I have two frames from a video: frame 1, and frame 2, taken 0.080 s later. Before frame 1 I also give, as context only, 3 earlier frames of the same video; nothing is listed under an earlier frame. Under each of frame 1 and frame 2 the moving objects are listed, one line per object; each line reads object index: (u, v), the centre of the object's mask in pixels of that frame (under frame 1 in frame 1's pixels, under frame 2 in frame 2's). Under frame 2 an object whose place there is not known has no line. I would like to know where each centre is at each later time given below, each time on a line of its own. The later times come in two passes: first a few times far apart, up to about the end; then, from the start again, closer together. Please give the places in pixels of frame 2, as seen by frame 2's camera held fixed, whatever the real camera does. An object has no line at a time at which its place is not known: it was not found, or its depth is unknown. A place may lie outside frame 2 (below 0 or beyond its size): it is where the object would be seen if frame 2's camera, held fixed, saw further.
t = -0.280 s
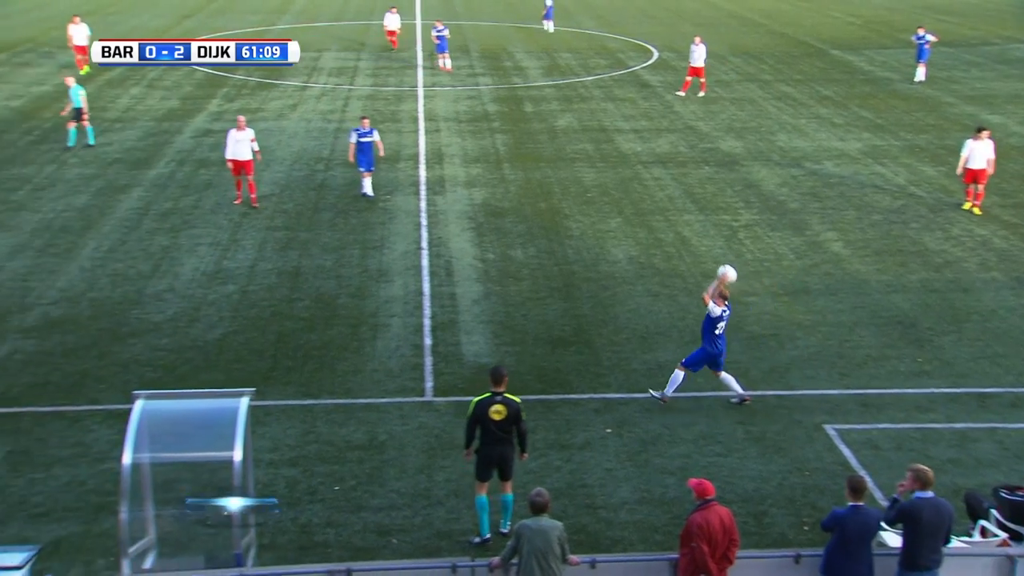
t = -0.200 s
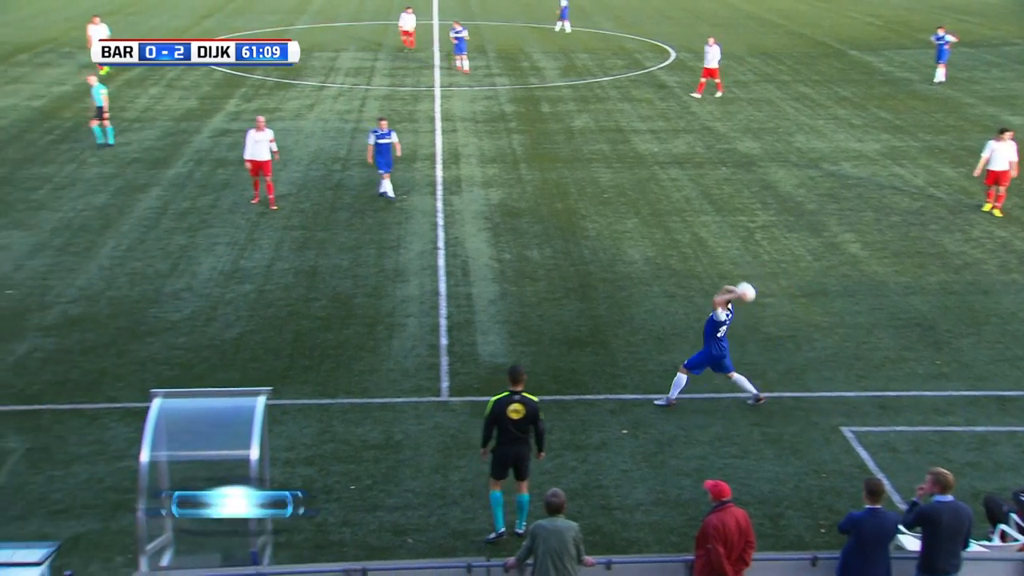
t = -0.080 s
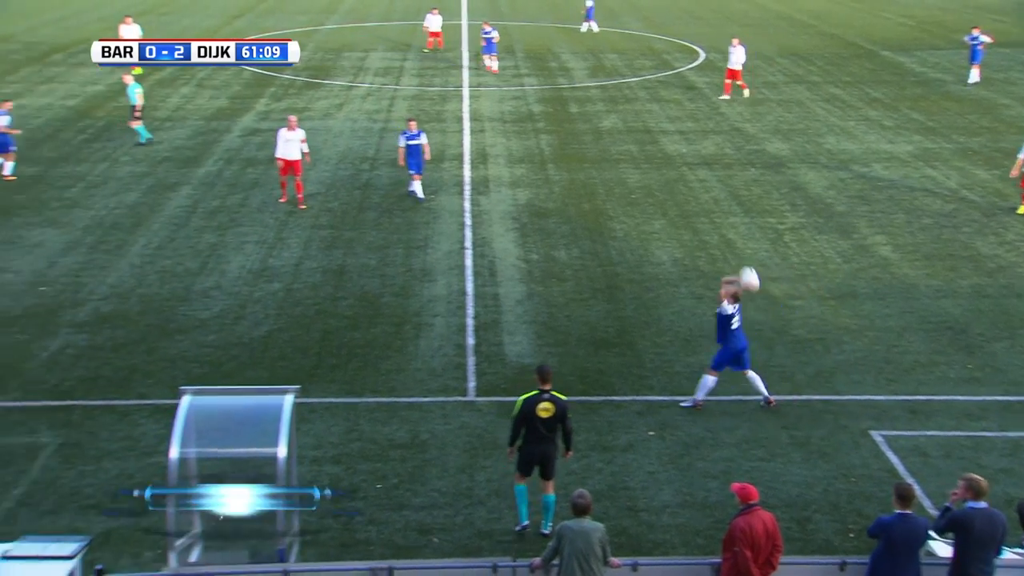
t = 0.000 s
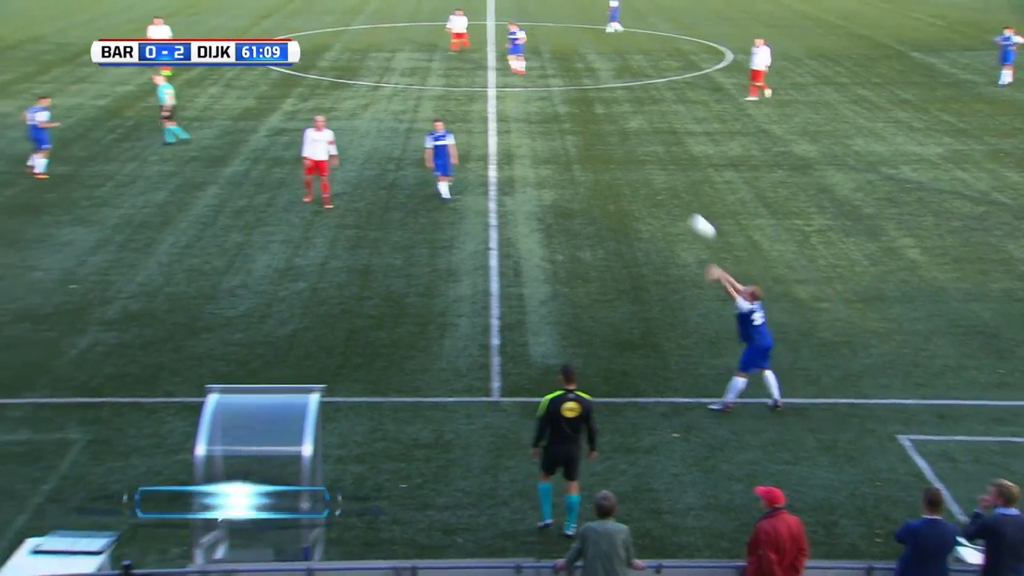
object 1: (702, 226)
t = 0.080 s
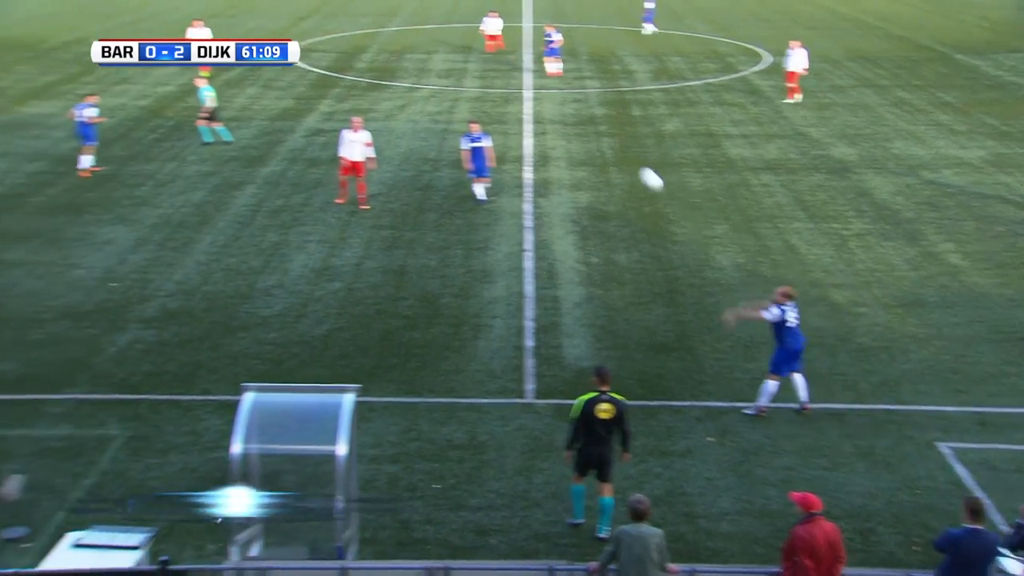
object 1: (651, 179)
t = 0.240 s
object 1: (484, 95)
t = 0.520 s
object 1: (220, -6)
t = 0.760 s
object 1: (18, -54)
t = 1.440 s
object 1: (-429, 46)
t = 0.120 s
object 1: (608, 156)
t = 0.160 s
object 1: (566, 134)
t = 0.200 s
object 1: (524, 114)
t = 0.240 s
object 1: (484, 95)
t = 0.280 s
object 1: (444, 77)
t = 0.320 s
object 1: (406, 60)
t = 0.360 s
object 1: (367, 45)
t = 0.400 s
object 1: (329, 31)
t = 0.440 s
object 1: (293, 17)
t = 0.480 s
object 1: (256, 5)
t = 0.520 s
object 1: (220, -6)
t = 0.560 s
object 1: (184, -16)
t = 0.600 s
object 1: (149, -26)
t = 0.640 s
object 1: (116, -34)
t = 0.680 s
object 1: (82, -43)
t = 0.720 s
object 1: (49, -49)
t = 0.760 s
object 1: (18, -54)
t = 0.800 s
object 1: (-14, -59)
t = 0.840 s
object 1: (-45, -62)
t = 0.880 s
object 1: (-75, -64)
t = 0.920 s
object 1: (-104, -64)
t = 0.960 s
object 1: (-134, -64)
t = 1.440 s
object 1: (-429, 46)
